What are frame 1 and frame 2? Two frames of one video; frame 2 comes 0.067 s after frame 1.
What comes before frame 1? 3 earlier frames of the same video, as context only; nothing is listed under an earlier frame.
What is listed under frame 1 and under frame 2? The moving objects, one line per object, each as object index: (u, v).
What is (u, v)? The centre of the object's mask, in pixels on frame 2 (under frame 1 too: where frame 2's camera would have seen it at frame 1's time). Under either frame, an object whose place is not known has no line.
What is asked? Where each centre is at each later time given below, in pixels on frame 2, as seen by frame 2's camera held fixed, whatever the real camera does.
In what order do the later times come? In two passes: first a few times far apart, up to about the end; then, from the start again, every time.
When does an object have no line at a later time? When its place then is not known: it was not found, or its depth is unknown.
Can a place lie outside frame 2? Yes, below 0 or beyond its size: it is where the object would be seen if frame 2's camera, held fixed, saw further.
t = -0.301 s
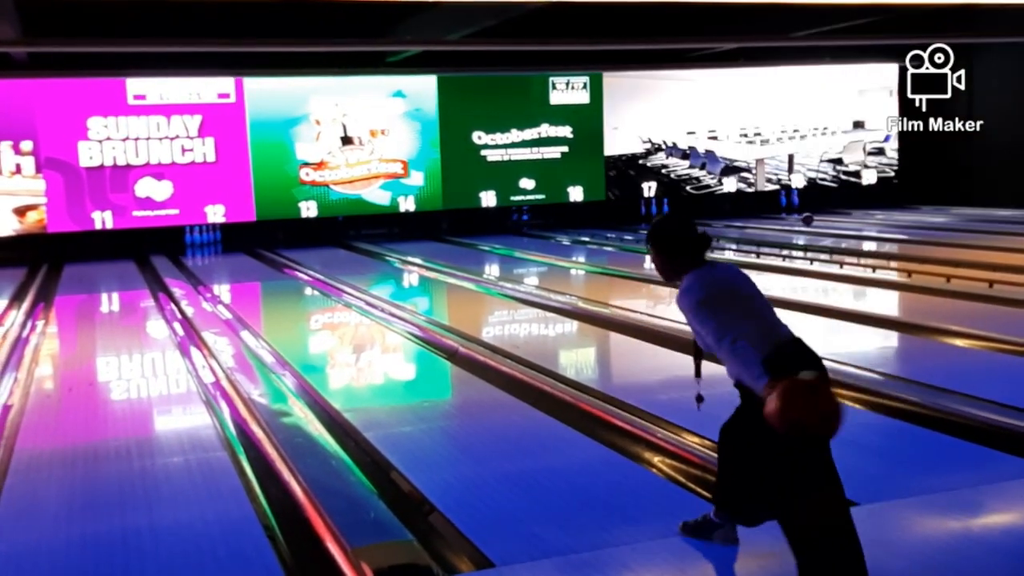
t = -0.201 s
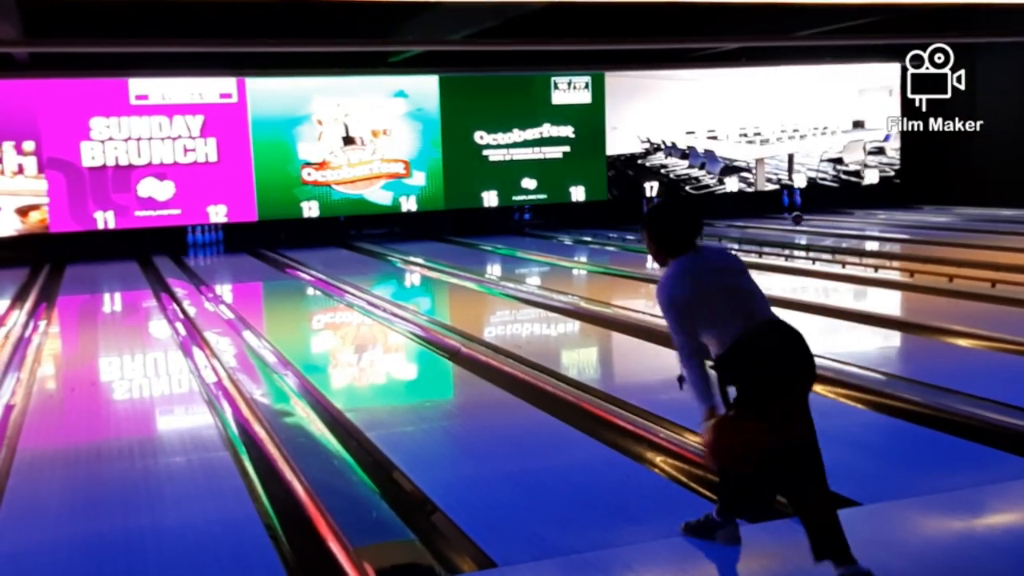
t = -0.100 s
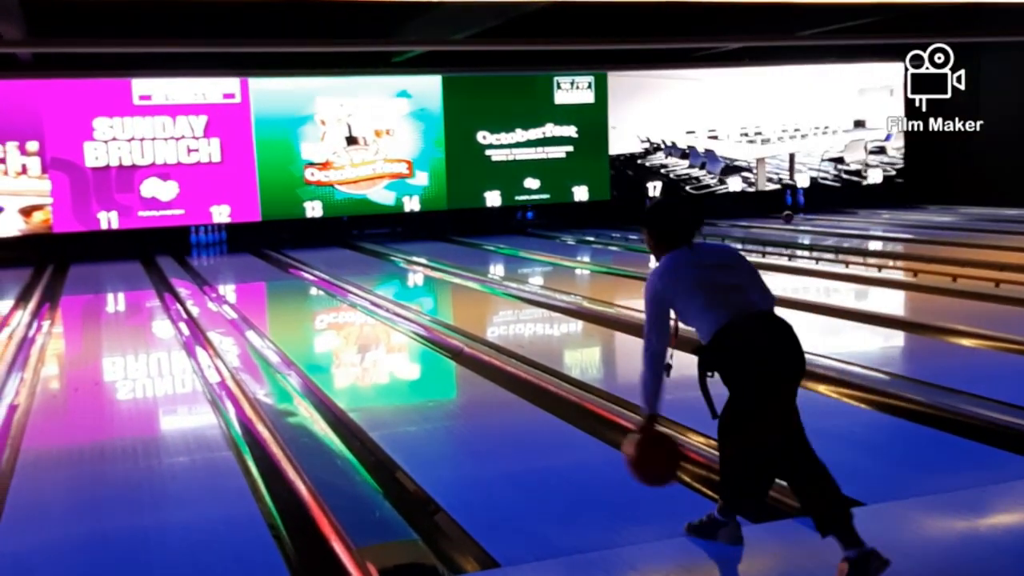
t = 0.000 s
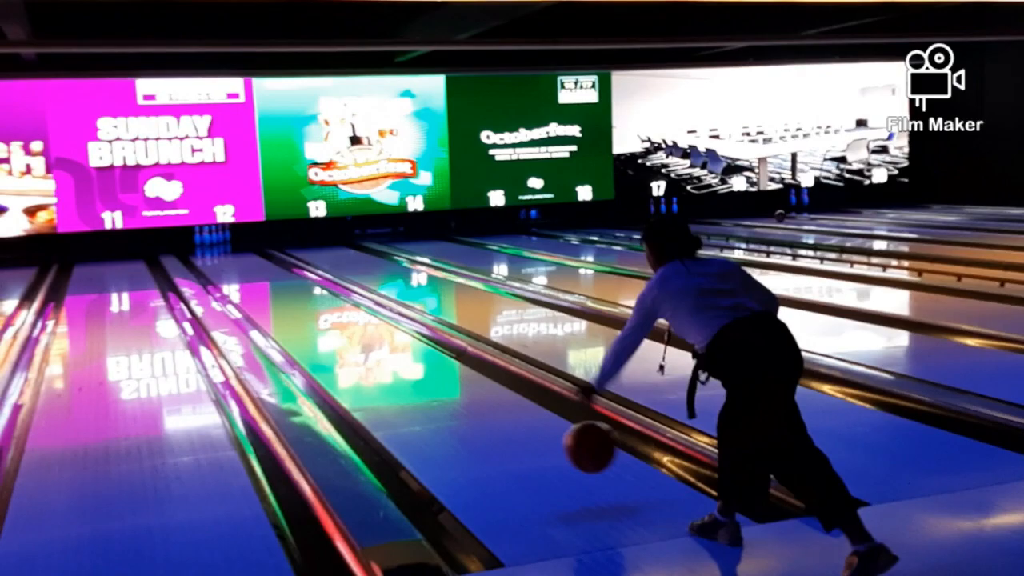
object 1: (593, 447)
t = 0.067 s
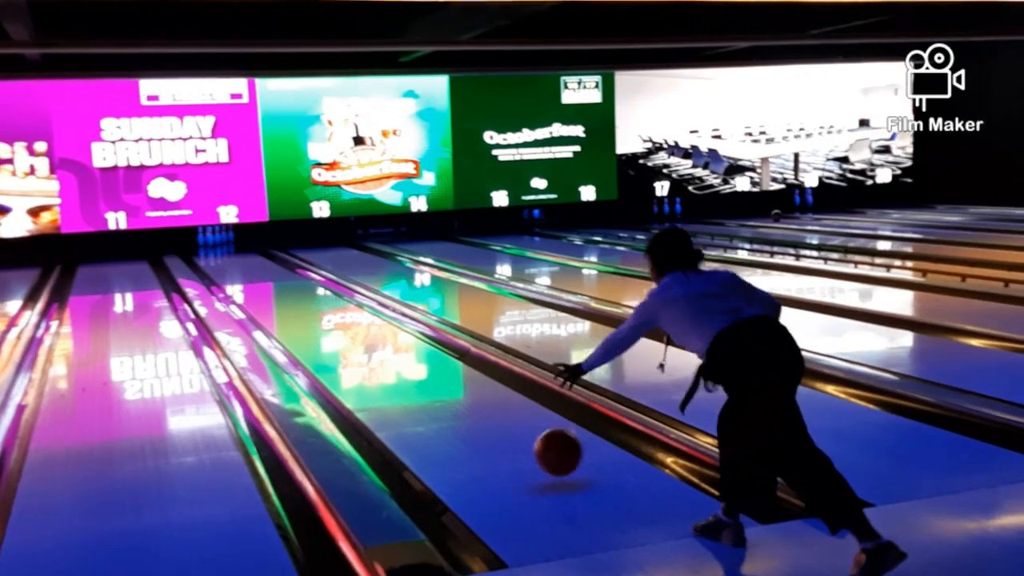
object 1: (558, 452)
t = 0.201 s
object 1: (499, 420)
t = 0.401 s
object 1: (435, 387)
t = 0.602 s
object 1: (390, 357)
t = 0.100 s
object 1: (542, 451)
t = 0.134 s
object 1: (526, 437)
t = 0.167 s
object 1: (512, 427)
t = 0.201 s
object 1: (499, 420)
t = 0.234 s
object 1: (487, 415)
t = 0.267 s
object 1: (475, 411)
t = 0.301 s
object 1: (464, 404)
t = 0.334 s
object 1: (454, 398)
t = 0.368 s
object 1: (444, 392)
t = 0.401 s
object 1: (435, 387)
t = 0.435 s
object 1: (426, 381)
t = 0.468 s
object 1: (418, 376)
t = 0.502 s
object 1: (411, 371)
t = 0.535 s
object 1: (403, 366)
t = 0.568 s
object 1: (396, 361)
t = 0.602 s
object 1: (390, 357)
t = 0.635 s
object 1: (383, 353)
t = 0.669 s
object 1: (377, 349)
